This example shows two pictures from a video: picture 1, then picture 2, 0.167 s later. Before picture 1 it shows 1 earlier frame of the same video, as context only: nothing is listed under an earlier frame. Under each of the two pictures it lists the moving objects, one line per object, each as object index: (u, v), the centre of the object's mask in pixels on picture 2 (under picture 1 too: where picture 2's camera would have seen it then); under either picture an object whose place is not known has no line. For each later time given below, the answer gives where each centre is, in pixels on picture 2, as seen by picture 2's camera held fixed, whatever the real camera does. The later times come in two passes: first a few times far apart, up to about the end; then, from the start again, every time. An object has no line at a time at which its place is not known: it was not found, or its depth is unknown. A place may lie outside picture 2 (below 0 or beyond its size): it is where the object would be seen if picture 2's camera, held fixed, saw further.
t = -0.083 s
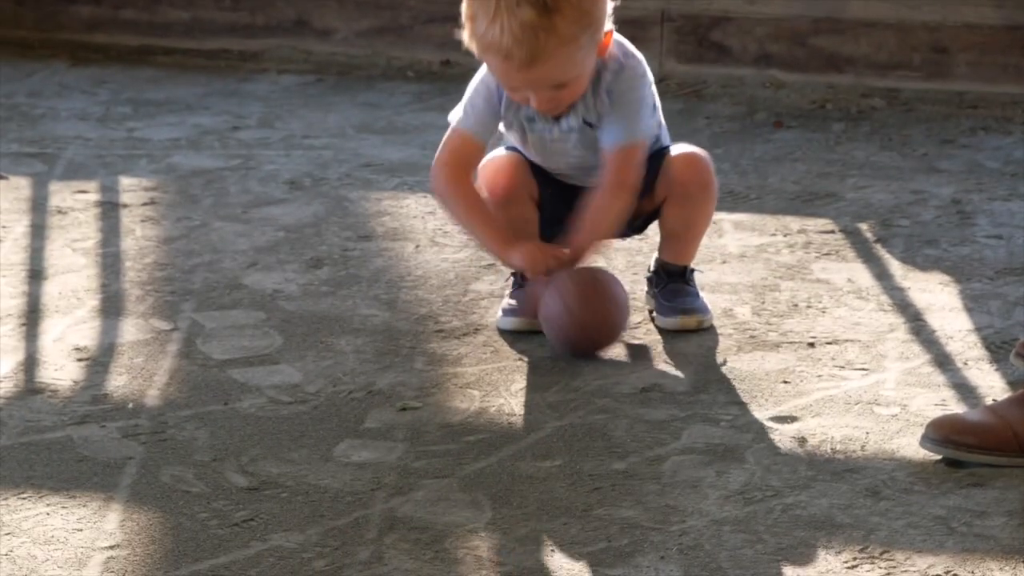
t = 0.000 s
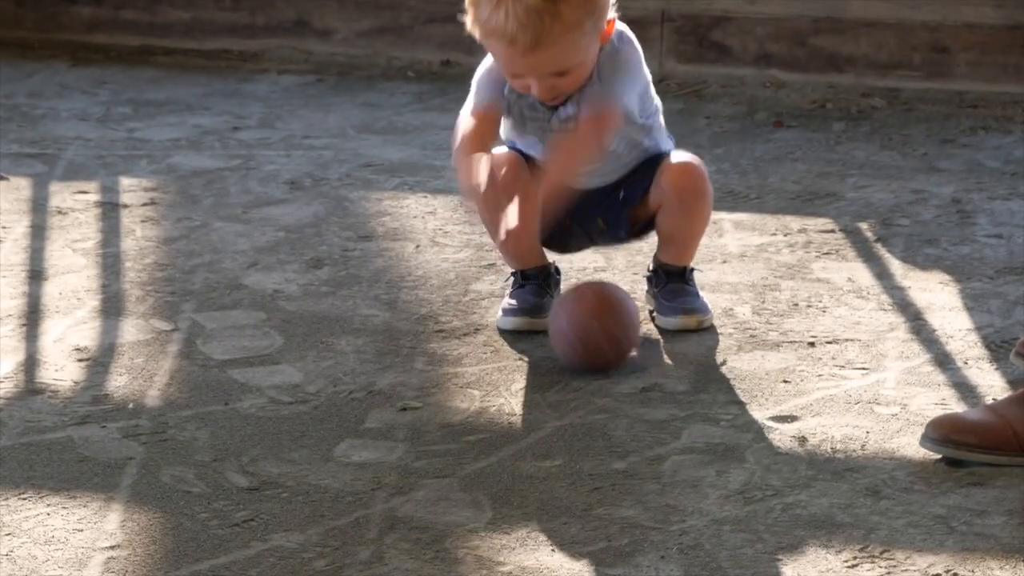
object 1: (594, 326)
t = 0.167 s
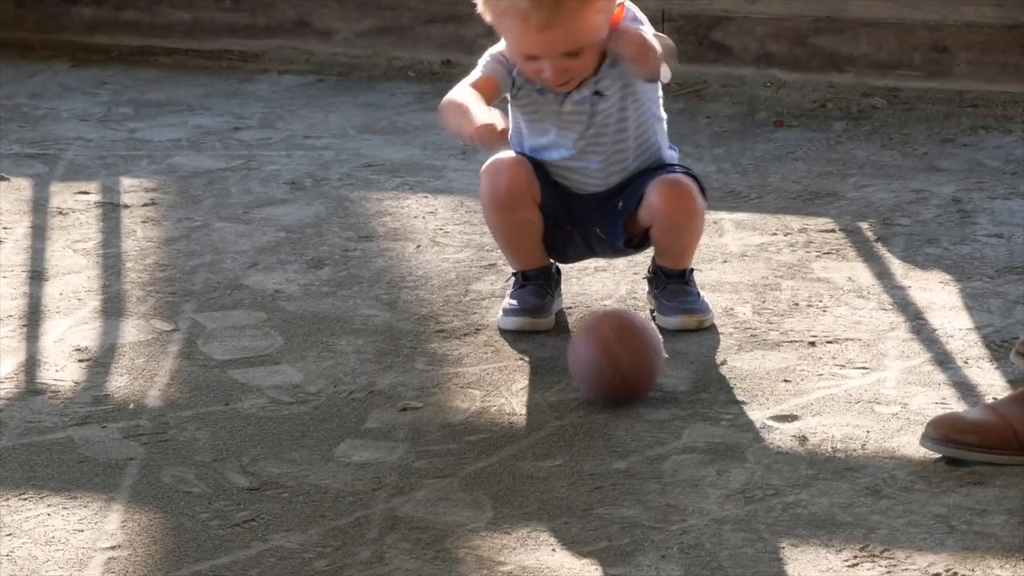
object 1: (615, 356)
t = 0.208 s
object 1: (621, 365)
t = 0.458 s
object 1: (646, 413)
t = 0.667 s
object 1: (665, 453)
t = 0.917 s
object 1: (682, 499)
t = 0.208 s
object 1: (621, 365)
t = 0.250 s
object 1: (626, 372)
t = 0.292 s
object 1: (630, 381)
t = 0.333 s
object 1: (634, 389)
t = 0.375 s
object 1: (637, 397)
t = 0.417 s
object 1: (642, 404)
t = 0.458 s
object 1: (646, 413)
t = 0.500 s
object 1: (650, 421)
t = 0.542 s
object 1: (653, 429)
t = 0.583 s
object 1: (657, 436)
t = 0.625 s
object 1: (661, 443)
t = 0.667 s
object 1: (665, 453)
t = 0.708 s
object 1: (668, 460)
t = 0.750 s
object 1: (672, 468)
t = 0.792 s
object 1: (674, 476)
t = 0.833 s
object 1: (677, 483)
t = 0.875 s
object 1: (680, 491)
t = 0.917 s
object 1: (682, 499)
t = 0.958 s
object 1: (681, 505)
